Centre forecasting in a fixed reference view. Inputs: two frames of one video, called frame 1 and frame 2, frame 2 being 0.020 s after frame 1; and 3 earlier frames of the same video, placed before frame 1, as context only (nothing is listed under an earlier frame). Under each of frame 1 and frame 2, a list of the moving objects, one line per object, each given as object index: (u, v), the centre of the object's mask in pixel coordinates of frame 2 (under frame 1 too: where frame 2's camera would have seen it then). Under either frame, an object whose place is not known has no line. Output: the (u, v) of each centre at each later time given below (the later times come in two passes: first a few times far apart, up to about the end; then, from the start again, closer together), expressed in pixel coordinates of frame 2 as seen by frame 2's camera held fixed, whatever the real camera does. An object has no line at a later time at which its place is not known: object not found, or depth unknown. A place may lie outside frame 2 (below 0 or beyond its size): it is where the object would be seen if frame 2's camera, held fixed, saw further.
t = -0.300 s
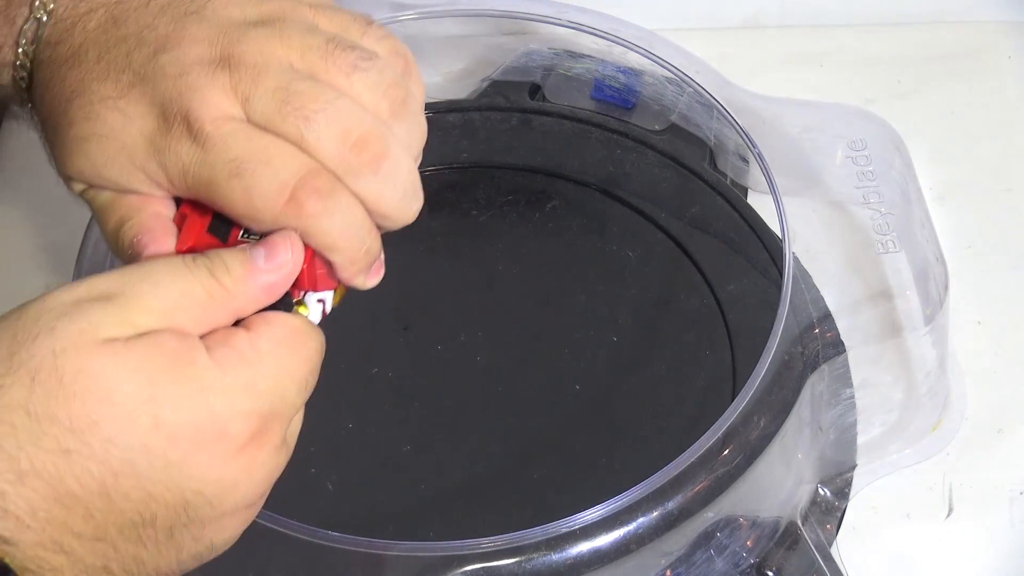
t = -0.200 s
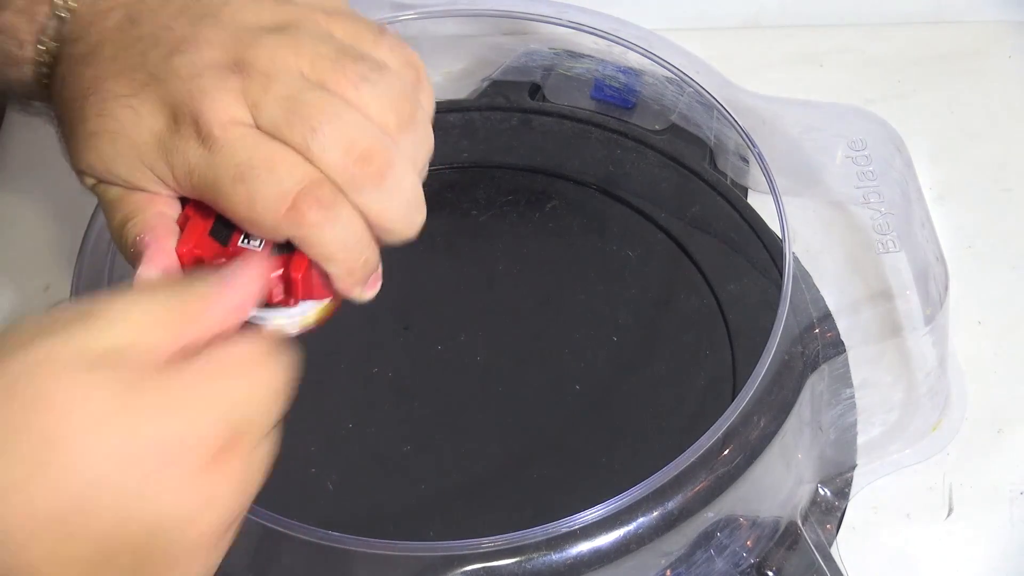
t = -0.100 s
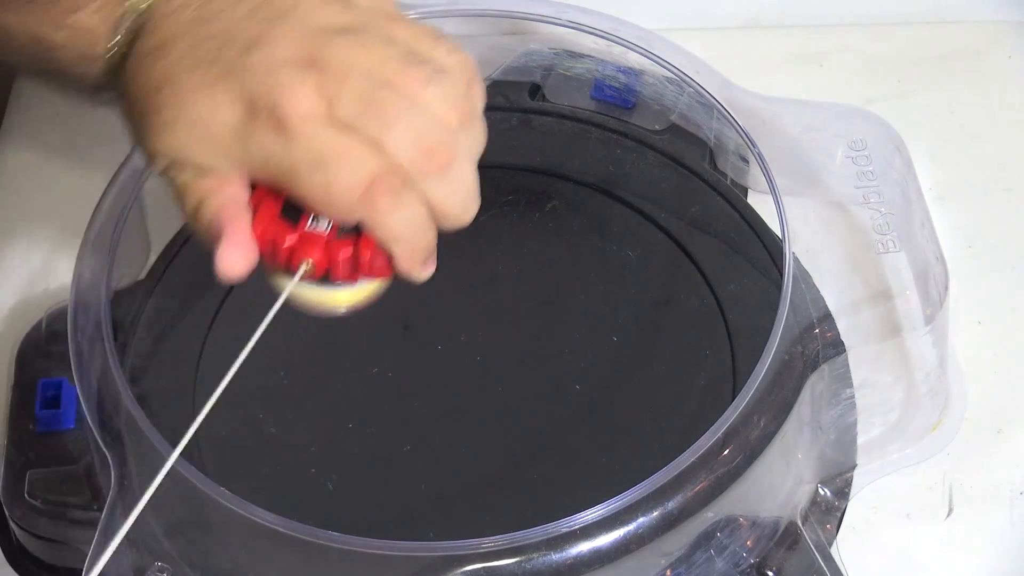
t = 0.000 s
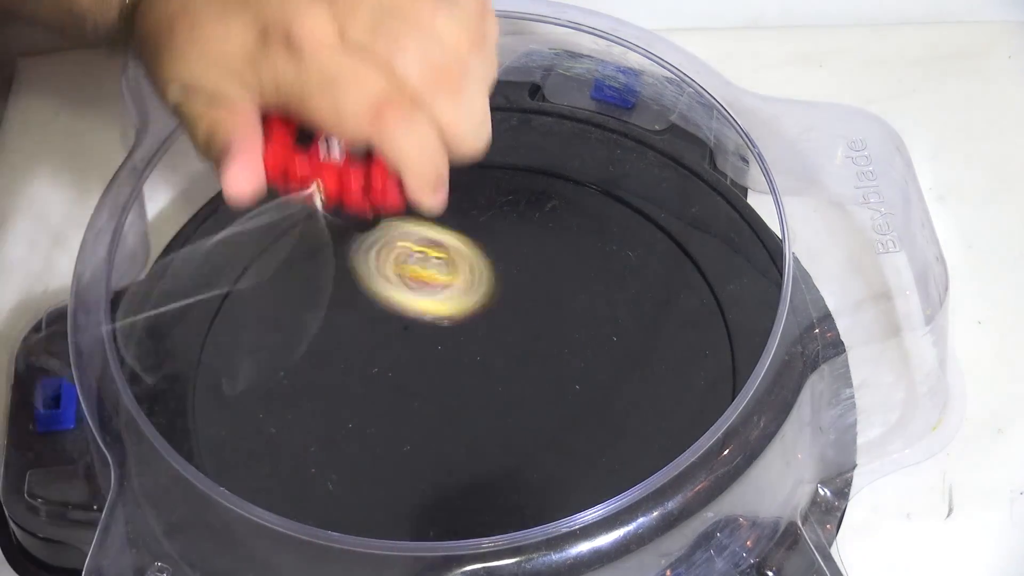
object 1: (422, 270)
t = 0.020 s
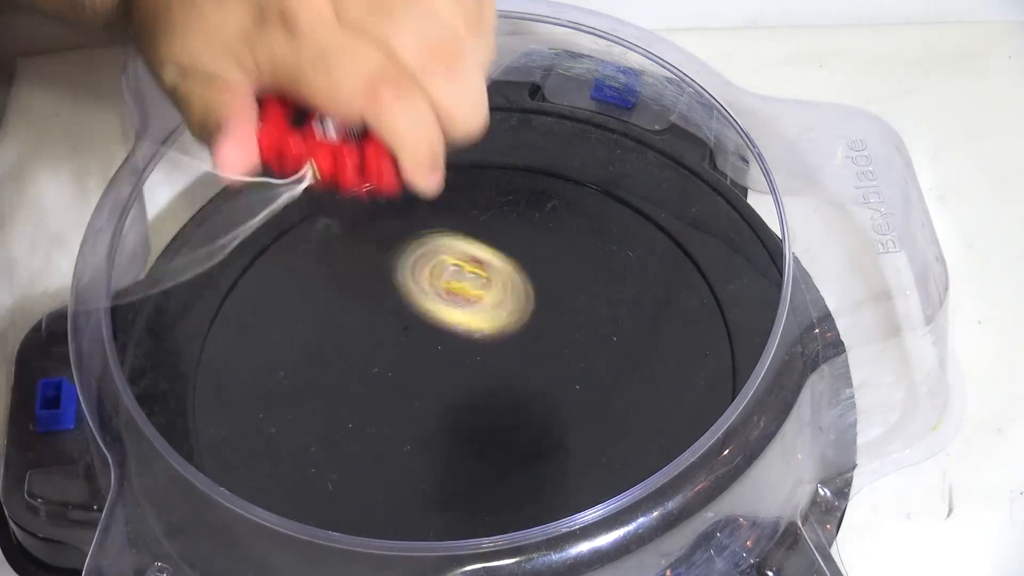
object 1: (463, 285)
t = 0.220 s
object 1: (672, 141)
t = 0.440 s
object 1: (570, 274)
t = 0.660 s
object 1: (347, 410)
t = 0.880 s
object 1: (329, 455)
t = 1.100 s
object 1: (555, 383)
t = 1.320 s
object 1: (665, 194)
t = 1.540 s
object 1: (560, 117)
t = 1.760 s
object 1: (421, 183)
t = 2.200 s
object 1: (579, 529)
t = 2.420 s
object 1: (663, 362)
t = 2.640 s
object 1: (547, 257)
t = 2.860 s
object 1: (343, 360)
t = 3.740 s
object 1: (420, 259)
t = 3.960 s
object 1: (227, 346)
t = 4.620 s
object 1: (569, 276)
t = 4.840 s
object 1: (403, 176)
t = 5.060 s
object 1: (254, 271)
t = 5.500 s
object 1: (580, 413)
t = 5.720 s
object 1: (636, 248)
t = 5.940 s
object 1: (492, 166)
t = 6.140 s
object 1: (337, 279)
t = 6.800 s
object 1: (687, 322)
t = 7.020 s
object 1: (510, 251)
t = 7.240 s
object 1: (330, 353)
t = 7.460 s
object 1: (334, 493)
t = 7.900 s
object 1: (579, 364)
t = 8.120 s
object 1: (440, 260)
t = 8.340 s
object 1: (284, 289)
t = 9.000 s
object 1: (576, 317)
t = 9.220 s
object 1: (515, 209)
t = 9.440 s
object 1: (379, 246)
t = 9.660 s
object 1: (379, 396)
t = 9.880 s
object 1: (525, 457)
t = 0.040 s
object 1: (499, 303)
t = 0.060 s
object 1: (524, 285)
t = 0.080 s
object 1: (542, 251)
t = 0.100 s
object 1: (559, 219)
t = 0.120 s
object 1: (578, 192)
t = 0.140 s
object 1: (596, 171)
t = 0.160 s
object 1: (616, 154)
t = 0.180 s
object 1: (635, 144)
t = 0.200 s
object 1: (654, 139)
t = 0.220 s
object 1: (672, 141)
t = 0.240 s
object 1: (690, 148)
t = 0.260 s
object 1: (698, 168)
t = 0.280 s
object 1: (692, 181)
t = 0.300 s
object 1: (679, 175)
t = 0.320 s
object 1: (664, 174)
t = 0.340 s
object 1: (649, 178)
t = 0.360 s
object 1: (634, 188)
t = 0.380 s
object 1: (618, 203)
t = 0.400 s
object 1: (602, 225)
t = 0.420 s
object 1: (586, 253)
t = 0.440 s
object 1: (570, 274)
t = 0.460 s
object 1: (549, 280)
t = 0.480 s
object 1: (526, 290)
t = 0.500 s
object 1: (504, 306)
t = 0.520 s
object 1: (483, 326)
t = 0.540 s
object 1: (462, 343)
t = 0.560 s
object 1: (440, 352)
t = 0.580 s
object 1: (420, 365)
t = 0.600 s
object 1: (400, 379)
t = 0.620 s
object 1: (382, 386)
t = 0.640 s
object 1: (363, 396)
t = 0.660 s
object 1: (347, 410)
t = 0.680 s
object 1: (332, 417)
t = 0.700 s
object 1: (320, 423)
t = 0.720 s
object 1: (310, 433)
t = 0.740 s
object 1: (303, 438)
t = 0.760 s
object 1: (298, 444)
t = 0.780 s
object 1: (296, 448)
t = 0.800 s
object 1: (297, 452)
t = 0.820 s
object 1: (301, 453)
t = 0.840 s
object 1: (308, 456)
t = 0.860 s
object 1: (317, 455)
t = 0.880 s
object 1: (329, 455)
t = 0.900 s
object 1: (342, 455)
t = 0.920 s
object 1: (358, 451)
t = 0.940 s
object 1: (375, 450)
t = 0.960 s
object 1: (394, 445)
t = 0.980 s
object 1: (415, 441)
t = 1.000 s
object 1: (437, 435)
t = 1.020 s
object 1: (462, 428)
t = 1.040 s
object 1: (485, 419)
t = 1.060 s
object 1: (509, 408)
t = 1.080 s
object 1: (532, 396)
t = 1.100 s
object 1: (555, 383)
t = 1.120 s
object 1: (576, 368)
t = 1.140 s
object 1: (596, 351)
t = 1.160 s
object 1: (613, 334)
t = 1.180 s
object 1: (629, 316)
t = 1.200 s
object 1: (643, 297)
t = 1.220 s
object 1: (654, 278)
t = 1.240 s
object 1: (663, 260)
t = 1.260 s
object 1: (668, 242)
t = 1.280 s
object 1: (671, 224)
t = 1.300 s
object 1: (669, 207)
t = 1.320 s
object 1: (665, 194)
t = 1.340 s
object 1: (659, 182)
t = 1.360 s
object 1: (653, 170)
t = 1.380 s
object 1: (646, 159)
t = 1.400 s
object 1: (638, 149)
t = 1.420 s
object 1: (630, 140)
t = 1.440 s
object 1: (621, 131)
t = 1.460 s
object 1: (611, 125)
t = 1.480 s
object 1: (599, 122)
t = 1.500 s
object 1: (586, 119)
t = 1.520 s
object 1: (573, 118)
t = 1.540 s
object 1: (560, 117)
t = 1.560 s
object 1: (547, 118)
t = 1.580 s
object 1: (534, 118)
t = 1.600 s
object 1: (521, 120)
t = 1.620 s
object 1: (508, 123)
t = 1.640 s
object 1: (496, 126)
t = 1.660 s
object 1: (483, 131)
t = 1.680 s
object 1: (471, 137)
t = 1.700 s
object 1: (459, 147)
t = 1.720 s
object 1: (446, 157)
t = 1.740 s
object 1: (434, 169)
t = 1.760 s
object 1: (421, 183)
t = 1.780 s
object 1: (409, 200)
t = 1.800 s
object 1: (397, 218)
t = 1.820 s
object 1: (385, 237)
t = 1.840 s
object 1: (376, 257)
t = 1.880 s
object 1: (364, 301)
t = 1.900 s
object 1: (361, 325)
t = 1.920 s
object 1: (360, 349)
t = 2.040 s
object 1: (412, 478)
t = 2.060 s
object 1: (428, 489)
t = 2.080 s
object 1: (445, 497)
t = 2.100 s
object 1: (464, 502)
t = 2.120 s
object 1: (488, 522)
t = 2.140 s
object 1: (509, 526)
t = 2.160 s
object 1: (533, 528)
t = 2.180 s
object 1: (555, 529)
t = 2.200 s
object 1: (579, 529)
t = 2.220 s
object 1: (602, 526)
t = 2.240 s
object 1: (624, 521)
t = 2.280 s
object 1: (642, 486)
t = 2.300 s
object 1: (650, 470)
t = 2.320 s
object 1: (654, 451)
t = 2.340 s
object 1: (654, 428)
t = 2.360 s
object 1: (660, 414)
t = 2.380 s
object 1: (664, 397)
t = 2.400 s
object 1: (664, 379)
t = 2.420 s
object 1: (663, 362)
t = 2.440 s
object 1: (660, 344)
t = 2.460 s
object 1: (656, 328)
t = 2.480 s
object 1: (651, 312)
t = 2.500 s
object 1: (644, 299)
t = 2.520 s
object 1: (636, 288)
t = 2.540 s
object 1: (627, 279)
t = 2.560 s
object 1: (615, 270)
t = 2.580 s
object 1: (601, 264)
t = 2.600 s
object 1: (585, 260)
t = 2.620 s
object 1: (567, 257)
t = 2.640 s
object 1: (547, 257)
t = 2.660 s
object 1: (528, 259)
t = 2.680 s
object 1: (507, 262)
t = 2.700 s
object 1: (485, 267)
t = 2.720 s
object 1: (463, 275)
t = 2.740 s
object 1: (443, 283)
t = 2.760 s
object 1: (423, 292)
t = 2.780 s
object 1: (403, 304)
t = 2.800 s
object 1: (387, 316)
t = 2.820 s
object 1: (371, 330)
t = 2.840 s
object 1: (356, 344)
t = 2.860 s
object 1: (343, 360)
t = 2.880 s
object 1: (332, 376)
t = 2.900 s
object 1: (323, 393)
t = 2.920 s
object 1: (317, 408)
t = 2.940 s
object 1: (313, 425)
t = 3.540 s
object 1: (608, 344)
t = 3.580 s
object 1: (580, 316)
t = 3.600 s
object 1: (565, 303)
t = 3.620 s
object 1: (546, 291)
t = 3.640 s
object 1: (526, 281)
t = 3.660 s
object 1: (506, 274)
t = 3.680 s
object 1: (484, 267)
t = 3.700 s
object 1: (462, 263)
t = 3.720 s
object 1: (441, 260)
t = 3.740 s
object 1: (420, 259)
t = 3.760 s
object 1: (398, 260)
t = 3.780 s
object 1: (378, 262)
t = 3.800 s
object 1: (358, 266)
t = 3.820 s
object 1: (339, 271)
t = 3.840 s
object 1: (318, 277)
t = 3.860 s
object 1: (301, 286)
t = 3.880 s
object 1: (283, 296)
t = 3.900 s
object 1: (267, 306)
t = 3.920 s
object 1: (252, 318)
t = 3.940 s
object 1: (239, 331)
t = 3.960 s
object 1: (227, 346)
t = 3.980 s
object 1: (217, 361)
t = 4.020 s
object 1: (205, 393)
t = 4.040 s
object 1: (205, 407)
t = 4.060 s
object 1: (213, 422)
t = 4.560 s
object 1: (587, 328)
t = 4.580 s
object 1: (582, 310)
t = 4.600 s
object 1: (577, 292)
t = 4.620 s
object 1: (569, 276)
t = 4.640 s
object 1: (560, 262)
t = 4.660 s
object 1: (547, 247)
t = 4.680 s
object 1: (535, 234)
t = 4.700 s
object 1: (520, 221)
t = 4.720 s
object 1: (504, 210)
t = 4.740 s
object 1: (489, 201)
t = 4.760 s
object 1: (472, 193)
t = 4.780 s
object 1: (456, 187)
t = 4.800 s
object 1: (438, 182)
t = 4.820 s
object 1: (421, 179)
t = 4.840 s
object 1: (403, 176)
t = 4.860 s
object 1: (384, 176)
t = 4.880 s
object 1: (369, 177)
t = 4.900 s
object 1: (351, 180)
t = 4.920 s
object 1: (335, 185)
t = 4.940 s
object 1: (317, 190)
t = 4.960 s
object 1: (302, 199)
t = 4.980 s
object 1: (291, 211)
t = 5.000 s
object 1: (279, 225)
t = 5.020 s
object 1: (270, 240)
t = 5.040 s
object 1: (261, 255)
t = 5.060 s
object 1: (254, 271)
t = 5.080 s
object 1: (248, 287)
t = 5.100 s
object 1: (245, 304)
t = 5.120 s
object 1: (244, 322)
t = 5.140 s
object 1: (245, 341)
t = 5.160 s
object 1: (250, 360)
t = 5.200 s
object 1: (268, 395)
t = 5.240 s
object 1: (297, 426)
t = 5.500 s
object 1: (580, 413)
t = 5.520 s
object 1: (594, 399)
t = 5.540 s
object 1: (608, 384)
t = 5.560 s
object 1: (619, 368)
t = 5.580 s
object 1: (629, 353)
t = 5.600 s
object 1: (635, 337)
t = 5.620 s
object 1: (641, 321)
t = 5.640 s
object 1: (643, 306)
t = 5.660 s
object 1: (644, 291)
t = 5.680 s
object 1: (643, 276)
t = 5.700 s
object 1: (641, 261)
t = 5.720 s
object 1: (636, 248)
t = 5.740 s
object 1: (631, 234)
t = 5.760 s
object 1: (623, 223)
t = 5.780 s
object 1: (614, 210)
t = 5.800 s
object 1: (604, 200)
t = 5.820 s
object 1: (591, 190)
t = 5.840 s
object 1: (579, 182)
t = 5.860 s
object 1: (562, 175)
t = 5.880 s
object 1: (547, 170)
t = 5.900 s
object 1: (529, 167)
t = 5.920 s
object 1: (512, 165)
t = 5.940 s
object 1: (492, 166)
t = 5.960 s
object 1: (473, 169)
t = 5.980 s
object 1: (453, 174)
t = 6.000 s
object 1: (435, 180)
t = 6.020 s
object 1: (417, 189)
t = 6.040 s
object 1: (400, 200)
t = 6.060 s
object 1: (383, 213)
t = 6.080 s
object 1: (369, 227)
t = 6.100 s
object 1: (356, 244)
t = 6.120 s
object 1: (345, 260)
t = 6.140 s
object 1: (337, 279)
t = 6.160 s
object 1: (331, 297)
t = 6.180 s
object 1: (328, 317)
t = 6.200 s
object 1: (326, 335)
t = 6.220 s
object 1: (328, 356)
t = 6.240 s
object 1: (331, 374)
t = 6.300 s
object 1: (357, 428)
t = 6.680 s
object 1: (681, 412)
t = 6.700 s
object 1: (685, 396)
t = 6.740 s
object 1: (696, 367)
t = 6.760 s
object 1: (695, 351)
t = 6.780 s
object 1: (692, 336)
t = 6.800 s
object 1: (687, 322)
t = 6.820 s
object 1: (678, 308)
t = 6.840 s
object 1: (668, 295)
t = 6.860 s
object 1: (654, 285)
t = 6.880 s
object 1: (641, 275)
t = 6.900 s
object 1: (627, 266)
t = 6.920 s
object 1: (608, 259)
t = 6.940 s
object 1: (590, 254)
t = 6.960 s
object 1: (573, 252)
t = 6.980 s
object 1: (551, 249)
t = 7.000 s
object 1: (532, 249)
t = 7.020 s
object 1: (510, 251)
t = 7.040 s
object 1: (491, 255)
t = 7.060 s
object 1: (472, 259)
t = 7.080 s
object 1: (450, 265)
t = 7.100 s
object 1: (432, 272)
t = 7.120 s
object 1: (414, 282)
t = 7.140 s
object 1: (397, 291)
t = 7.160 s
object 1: (382, 301)
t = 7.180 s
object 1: (366, 314)
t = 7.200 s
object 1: (352, 326)
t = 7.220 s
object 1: (341, 340)
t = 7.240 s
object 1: (330, 353)
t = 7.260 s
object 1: (322, 367)
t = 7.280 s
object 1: (313, 383)
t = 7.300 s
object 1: (307, 397)
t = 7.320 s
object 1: (304, 412)
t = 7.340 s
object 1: (302, 427)
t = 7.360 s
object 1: (302, 440)
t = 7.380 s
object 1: (303, 456)
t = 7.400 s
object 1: (307, 468)
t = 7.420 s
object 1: (316, 478)
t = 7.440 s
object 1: (324, 486)
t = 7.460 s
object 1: (334, 493)
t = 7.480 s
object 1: (344, 509)
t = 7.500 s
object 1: (356, 519)
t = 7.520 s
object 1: (370, 524)
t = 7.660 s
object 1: (499, 524)
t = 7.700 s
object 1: (529, 498)
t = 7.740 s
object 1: (558, 480)
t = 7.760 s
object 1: (569, 469)
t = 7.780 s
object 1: (578, 457)
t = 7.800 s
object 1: (584, 442)
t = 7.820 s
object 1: (587, 427)
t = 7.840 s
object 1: (588, 411)
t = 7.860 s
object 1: (587, 395)
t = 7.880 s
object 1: (584, 380)
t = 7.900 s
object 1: (579, 364)
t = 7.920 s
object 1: (573, 350)
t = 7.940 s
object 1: (566, 337)
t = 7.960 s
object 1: (554, 324)
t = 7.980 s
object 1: (544, 312)
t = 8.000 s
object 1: (531, 302)
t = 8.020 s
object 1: (518, 293)
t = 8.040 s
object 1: (503, 283)
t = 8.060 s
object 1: (488, 276)
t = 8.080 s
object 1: (474, 269)
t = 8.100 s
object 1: (456, 264)
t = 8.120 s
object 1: (440, 260)
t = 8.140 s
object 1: (425, 257)
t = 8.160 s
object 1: (408, 255)
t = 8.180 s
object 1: (391, 254)
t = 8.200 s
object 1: (376, 255)
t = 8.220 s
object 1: (362, 256)
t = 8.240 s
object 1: (345, 259)
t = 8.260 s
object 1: (331, 263)
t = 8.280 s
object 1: (319, 267)
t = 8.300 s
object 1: (306, 274)
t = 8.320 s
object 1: (294, 281)
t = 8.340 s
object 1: (284, 289)
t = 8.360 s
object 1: (275, 299)
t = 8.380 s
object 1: (266, 309)
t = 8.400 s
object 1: (259, 320)
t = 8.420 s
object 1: (255, 332)
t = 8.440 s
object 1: (251, 346)
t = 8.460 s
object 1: (250, 358)
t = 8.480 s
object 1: (252, 371)
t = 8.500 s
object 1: (256, 386)
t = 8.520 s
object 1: (262, 399)
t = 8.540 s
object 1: (270, 410)
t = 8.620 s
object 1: (326, 449)
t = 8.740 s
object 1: (437, 455)
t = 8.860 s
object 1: (529, 406)
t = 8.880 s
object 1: (541, 394)
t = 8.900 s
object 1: (550, 383)
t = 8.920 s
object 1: (558, 370)
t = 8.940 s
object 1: (565, 357)
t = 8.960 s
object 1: (570, 344)
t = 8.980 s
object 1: (574, 331)
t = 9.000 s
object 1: (576, 317)
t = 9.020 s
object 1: (578, 304)
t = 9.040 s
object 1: (577, 292)
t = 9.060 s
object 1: (576, 280)
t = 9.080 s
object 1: (573, 268)
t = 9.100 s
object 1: (567, 257)
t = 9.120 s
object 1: (561, 246)
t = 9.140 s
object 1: (554, 236)
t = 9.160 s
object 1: (546, 228)
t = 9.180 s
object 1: (537, 221)
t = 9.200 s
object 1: (526, 214)
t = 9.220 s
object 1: (515, 209)
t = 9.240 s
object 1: (504, 205)
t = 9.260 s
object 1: (492, 202)
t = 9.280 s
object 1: (479, 202)
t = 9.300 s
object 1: (465, 202)
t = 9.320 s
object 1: (452, 204)
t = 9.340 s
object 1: (439, 207)
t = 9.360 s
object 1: (426, 212)
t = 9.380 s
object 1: (412, 219)
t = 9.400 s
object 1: (399, 227)
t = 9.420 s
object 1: (388, 236)
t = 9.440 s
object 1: (379, 246)
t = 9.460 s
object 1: (369, 260)
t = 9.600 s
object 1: (359, 356)
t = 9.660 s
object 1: (379, 396)
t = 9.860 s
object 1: (509, 458)
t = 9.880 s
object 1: (525, 457)
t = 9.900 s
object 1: (539, 456)
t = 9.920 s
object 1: (554, 453)
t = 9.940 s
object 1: (568, 449)
